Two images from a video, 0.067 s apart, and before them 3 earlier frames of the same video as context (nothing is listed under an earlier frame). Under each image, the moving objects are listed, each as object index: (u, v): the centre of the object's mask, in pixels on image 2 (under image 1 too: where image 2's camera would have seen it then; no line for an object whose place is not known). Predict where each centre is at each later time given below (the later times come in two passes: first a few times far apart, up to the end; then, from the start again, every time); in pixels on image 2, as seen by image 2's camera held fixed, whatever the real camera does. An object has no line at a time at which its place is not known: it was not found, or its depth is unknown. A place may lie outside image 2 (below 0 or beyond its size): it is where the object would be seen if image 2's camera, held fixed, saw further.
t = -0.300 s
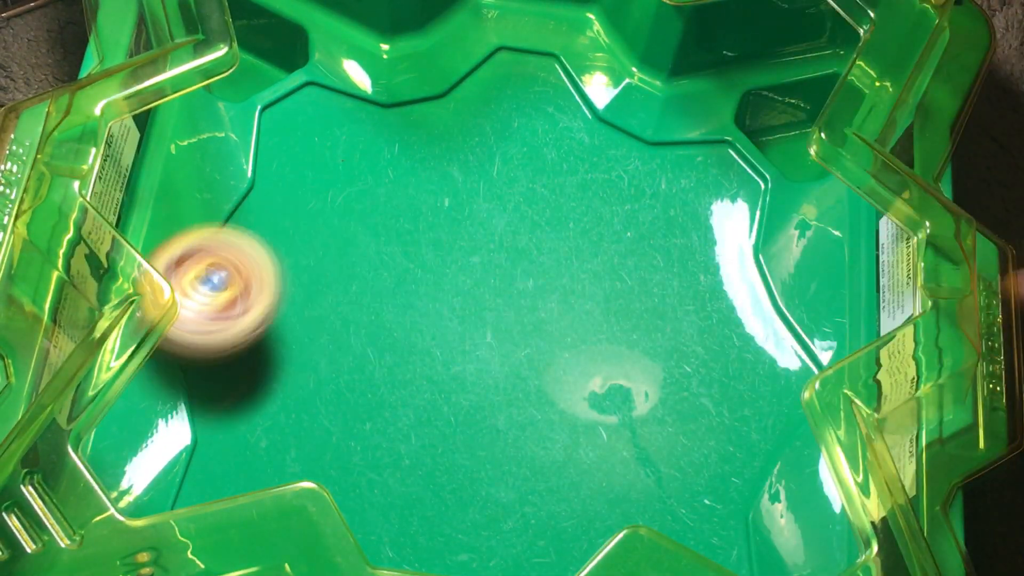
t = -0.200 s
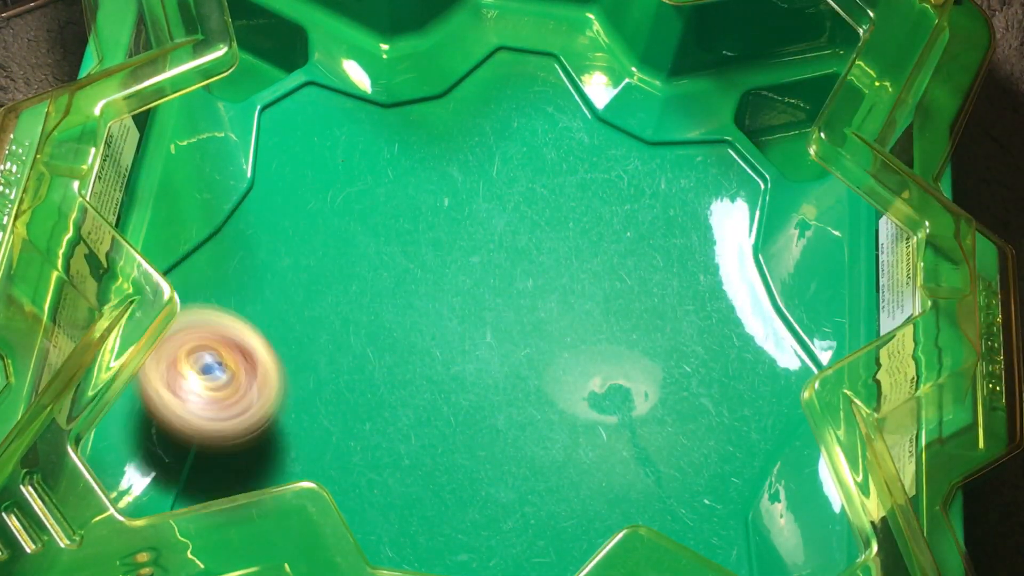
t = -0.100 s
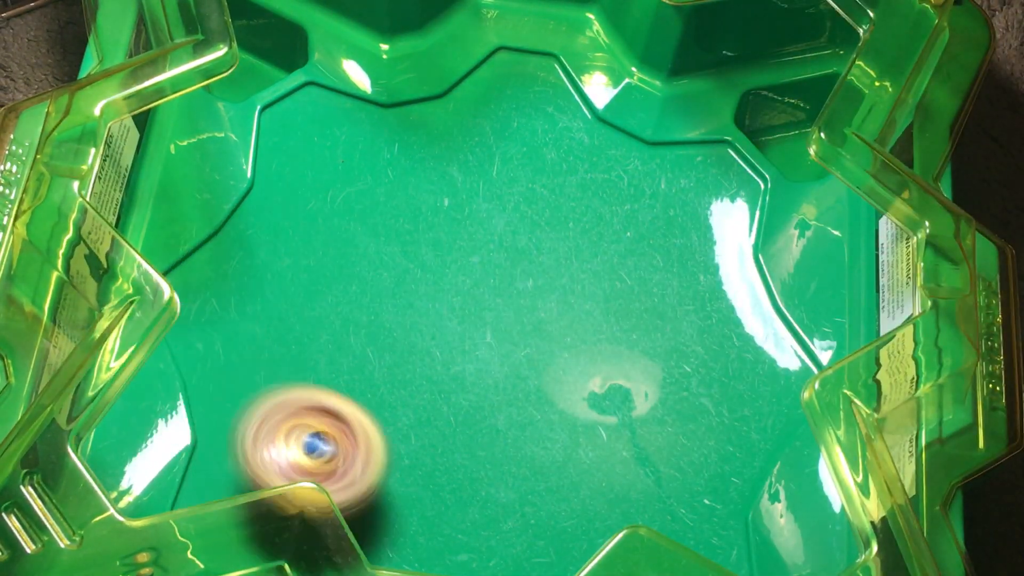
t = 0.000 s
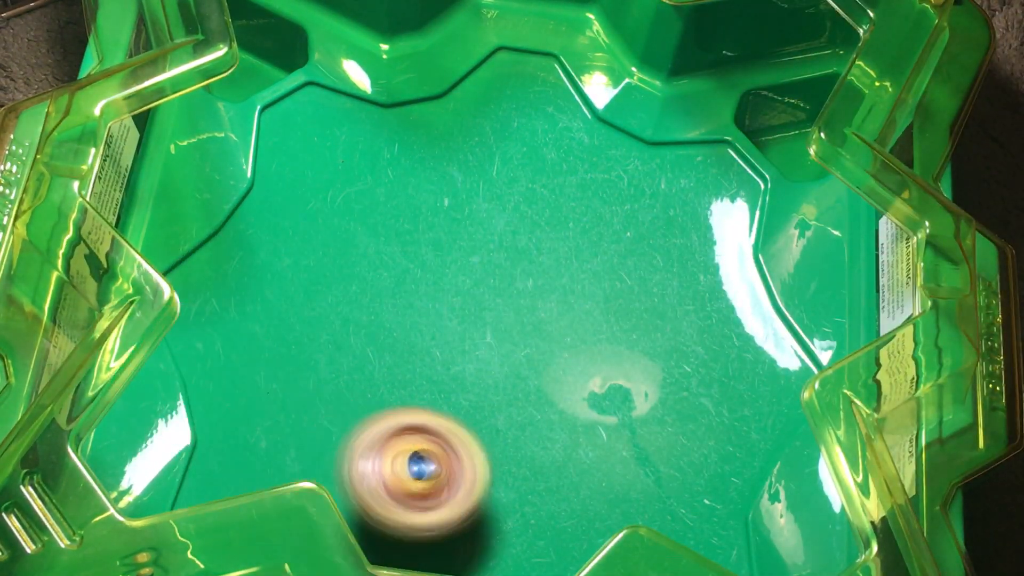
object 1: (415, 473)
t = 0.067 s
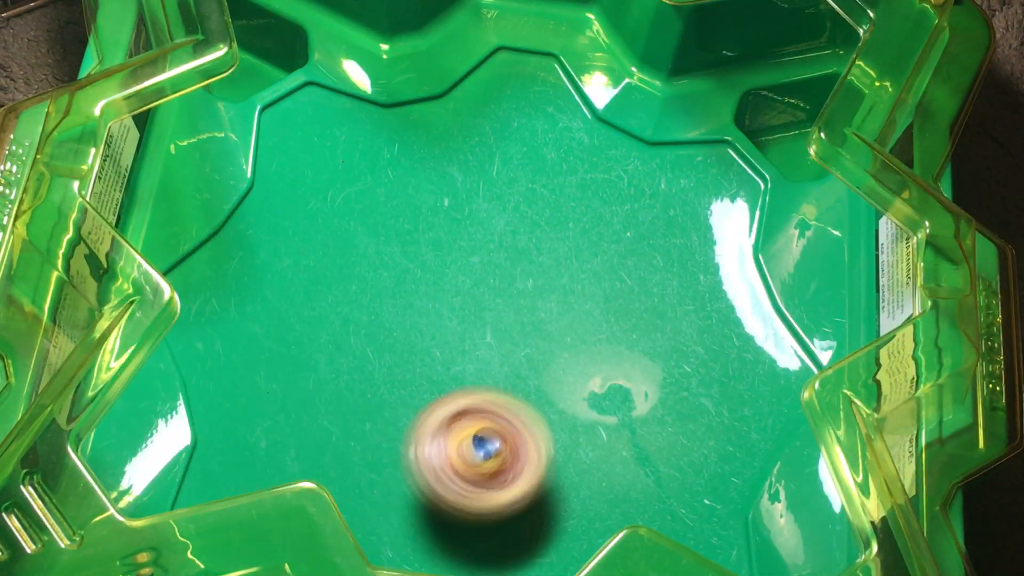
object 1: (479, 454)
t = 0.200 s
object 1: (570, 336)
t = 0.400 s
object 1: (516, 143)
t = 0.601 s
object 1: (308, 126)
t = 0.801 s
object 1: (294, 373)
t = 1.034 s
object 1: (608, 472)
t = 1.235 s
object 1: (760, 307)
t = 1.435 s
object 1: (616, 124)
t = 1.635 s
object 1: (366, 210)
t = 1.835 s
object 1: (319, 443)
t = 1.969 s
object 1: (428, 546)
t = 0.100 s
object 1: (509, 433)
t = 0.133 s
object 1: (534, 406)
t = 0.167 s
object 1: (555, 373)
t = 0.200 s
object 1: (570, 336)
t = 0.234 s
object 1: (576, 298)
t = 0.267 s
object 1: (575, 260)
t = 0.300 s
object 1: (568, 226)
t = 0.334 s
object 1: (556, 194)
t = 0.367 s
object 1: (539, 167)
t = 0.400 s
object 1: (516, 143)
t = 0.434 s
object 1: (488, 123)
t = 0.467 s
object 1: (457, 109)
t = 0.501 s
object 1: (423, 101)
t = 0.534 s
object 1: (384, 101)
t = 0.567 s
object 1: (344, 110)
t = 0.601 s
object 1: (308, 126)
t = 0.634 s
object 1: (279, 150)
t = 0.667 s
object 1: (259, 186)
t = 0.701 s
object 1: (250, 233)
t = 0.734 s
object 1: (252, 283)
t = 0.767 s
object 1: (267, 331)
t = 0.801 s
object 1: (294, 373)
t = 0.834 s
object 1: (329, 410)
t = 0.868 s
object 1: (374, 440)
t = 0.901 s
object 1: (419, 463)
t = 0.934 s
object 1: (466, 478)
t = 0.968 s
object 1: (516, 484)
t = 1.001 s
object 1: (564, 481)
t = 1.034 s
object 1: (608, 472)
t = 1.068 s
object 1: (649, 457)
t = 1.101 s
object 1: (683, 436)
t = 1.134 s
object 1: (711, 409)
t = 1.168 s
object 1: (734, 379)
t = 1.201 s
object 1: (751, 342)
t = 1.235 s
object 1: (760, 307)
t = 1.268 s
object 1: (761, 269)
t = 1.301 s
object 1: (746, 230)
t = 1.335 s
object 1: (725, 196)
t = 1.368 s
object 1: (696, 163)
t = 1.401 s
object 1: (661, 140)
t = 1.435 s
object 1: (616, 124)
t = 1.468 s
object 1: (570, 117)
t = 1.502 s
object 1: (524, 121)
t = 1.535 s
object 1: (480, 132)
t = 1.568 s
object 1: (438, 151)
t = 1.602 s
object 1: (399, 178)
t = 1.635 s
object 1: (366, 210)
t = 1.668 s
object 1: (339, 248)
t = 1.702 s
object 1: (320, 288)
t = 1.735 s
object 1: (308, 328)
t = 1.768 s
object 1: (303, 370)
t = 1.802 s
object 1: (305, 412)
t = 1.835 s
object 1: (319, 443)
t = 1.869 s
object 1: (333, 491)
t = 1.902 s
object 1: (357, 518)
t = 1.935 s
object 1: (386, 535)
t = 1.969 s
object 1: (428, 546)
